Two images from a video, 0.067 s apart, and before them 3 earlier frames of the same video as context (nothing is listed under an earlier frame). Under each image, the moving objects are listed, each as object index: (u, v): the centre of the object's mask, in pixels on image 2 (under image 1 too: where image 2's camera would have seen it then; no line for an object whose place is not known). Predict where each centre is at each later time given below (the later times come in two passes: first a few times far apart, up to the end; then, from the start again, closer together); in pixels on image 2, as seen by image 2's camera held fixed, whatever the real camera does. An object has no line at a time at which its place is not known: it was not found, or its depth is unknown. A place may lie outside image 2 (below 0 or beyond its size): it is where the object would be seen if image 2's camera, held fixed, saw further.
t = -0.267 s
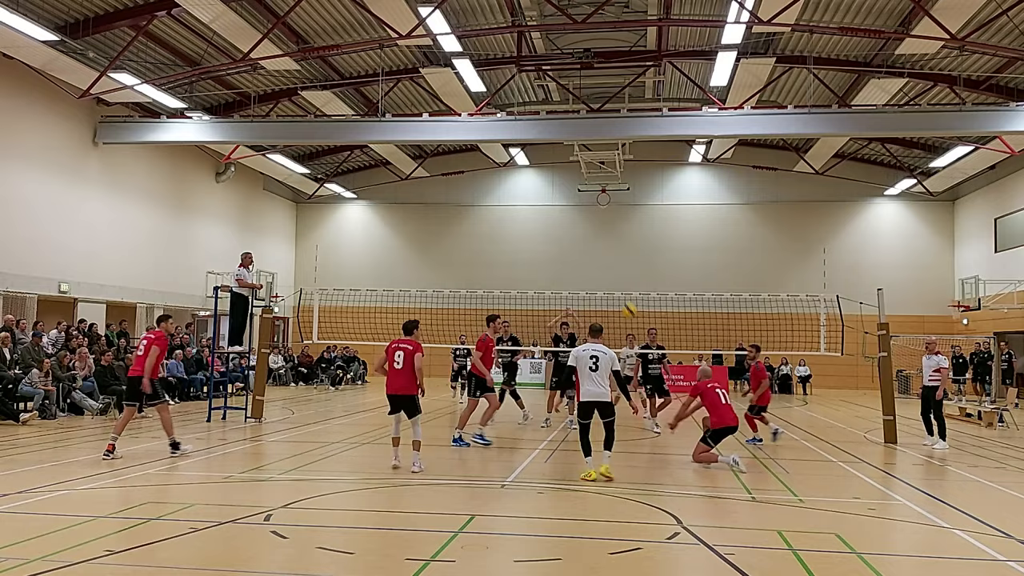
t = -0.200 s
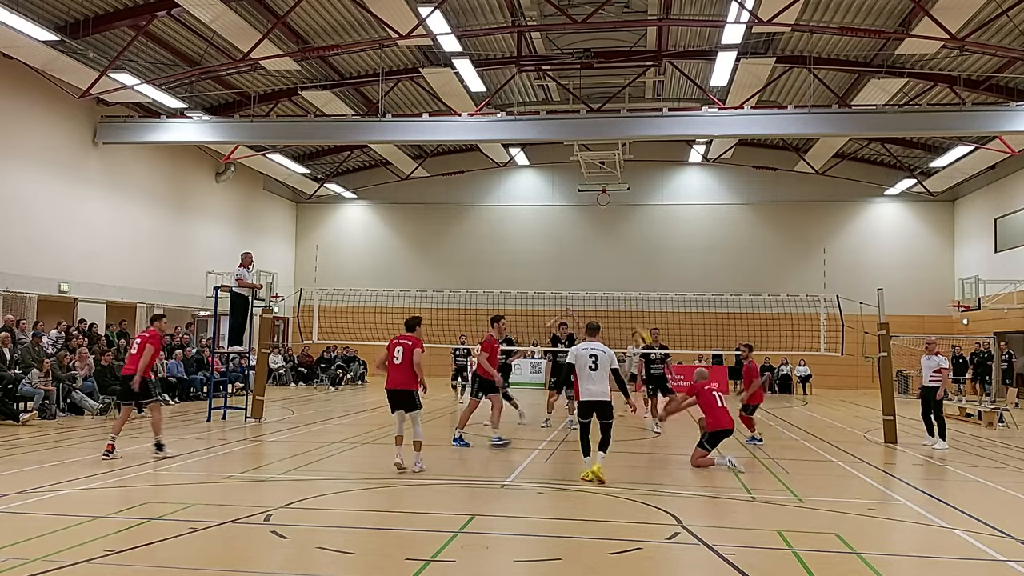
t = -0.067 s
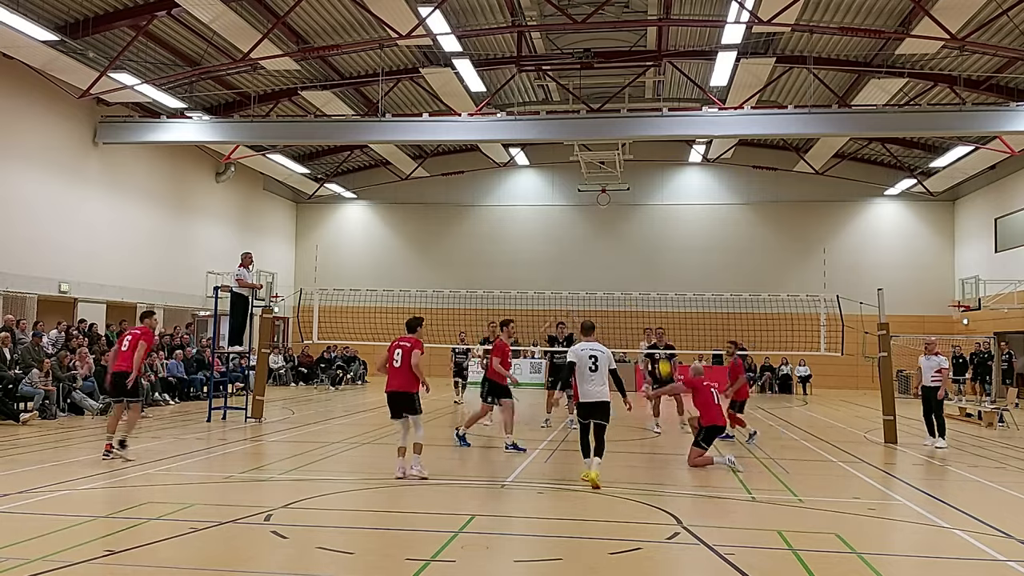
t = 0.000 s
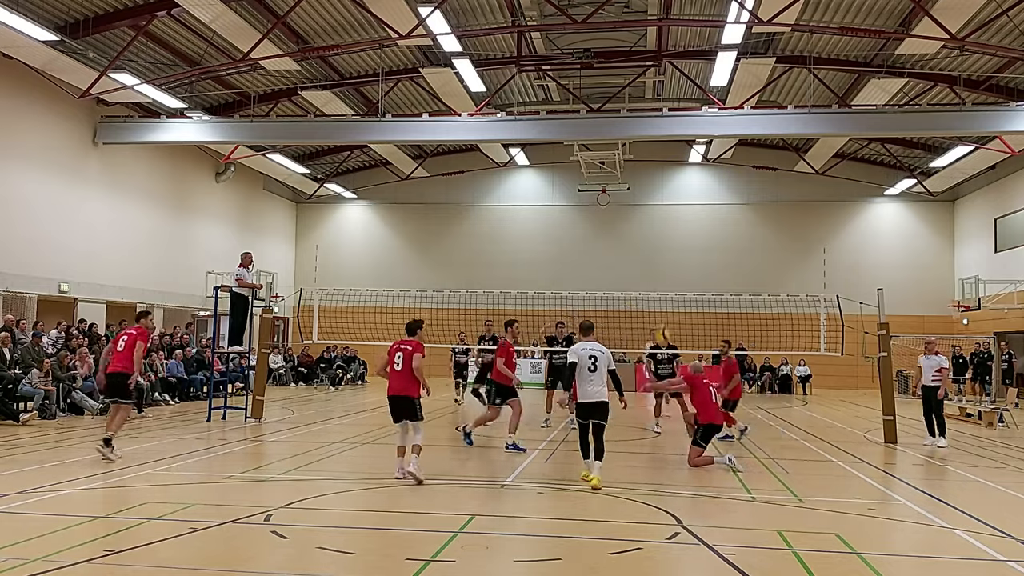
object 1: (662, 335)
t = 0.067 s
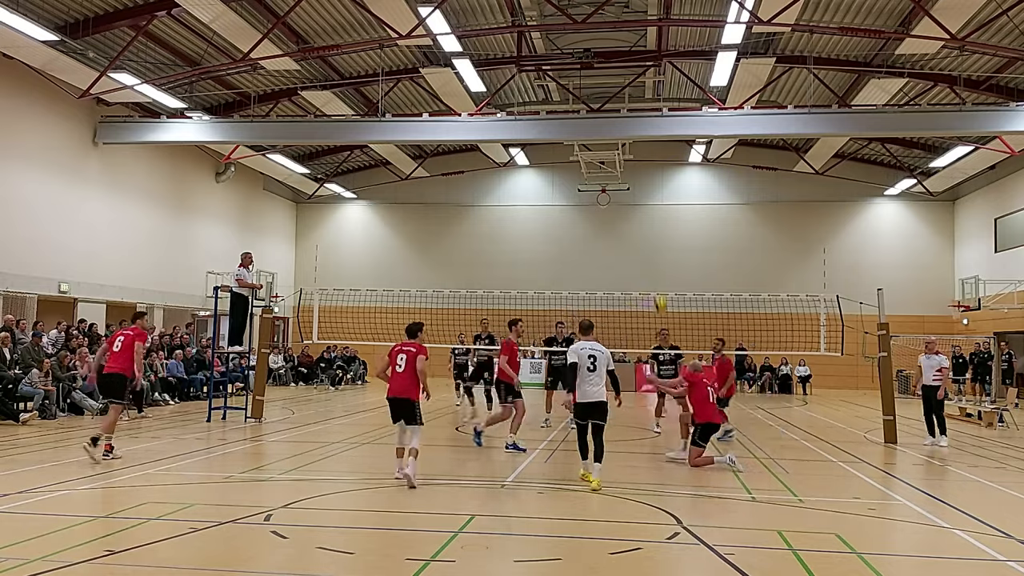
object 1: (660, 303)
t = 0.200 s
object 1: (656, 255)
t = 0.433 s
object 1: (652, 206)
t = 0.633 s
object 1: (647, 191)
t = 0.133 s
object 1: (658, 278)
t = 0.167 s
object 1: (657, 267)
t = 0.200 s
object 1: (656, 255)
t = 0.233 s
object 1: (656, 246)
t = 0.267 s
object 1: (655, 238)
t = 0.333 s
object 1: (654, 223)
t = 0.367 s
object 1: (653, 216)
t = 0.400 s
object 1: (653, 210)
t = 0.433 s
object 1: (652, 206)
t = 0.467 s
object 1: (651, 201)
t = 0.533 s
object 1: (650, 195)
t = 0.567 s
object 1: (649, 194)
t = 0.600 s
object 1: (648, 192)
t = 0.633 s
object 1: (647, 191)
